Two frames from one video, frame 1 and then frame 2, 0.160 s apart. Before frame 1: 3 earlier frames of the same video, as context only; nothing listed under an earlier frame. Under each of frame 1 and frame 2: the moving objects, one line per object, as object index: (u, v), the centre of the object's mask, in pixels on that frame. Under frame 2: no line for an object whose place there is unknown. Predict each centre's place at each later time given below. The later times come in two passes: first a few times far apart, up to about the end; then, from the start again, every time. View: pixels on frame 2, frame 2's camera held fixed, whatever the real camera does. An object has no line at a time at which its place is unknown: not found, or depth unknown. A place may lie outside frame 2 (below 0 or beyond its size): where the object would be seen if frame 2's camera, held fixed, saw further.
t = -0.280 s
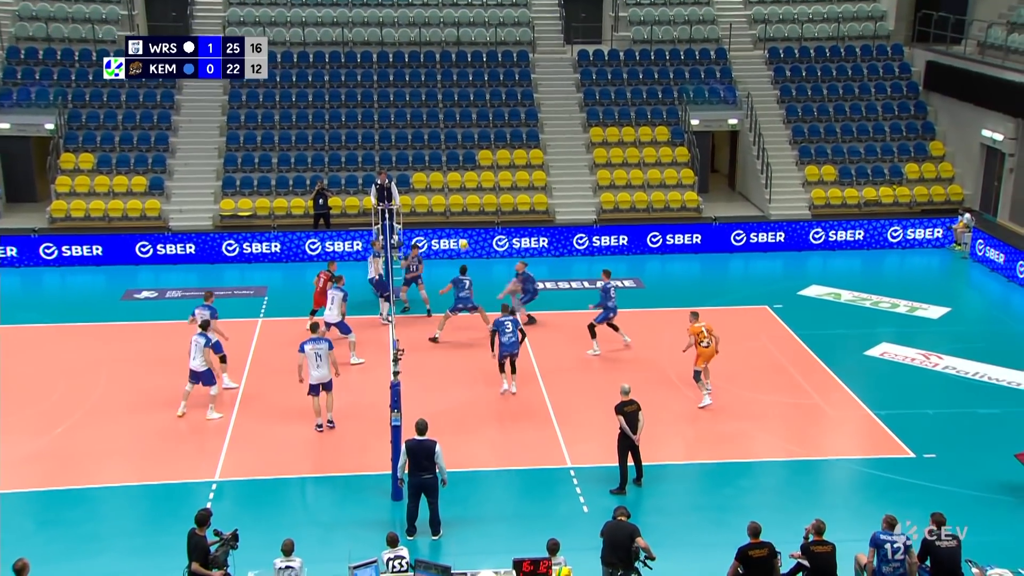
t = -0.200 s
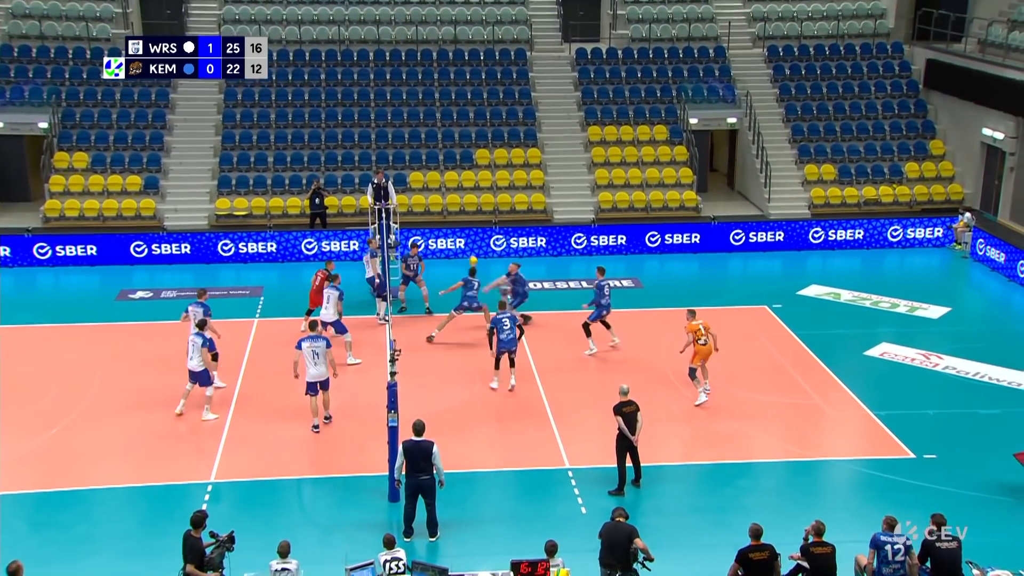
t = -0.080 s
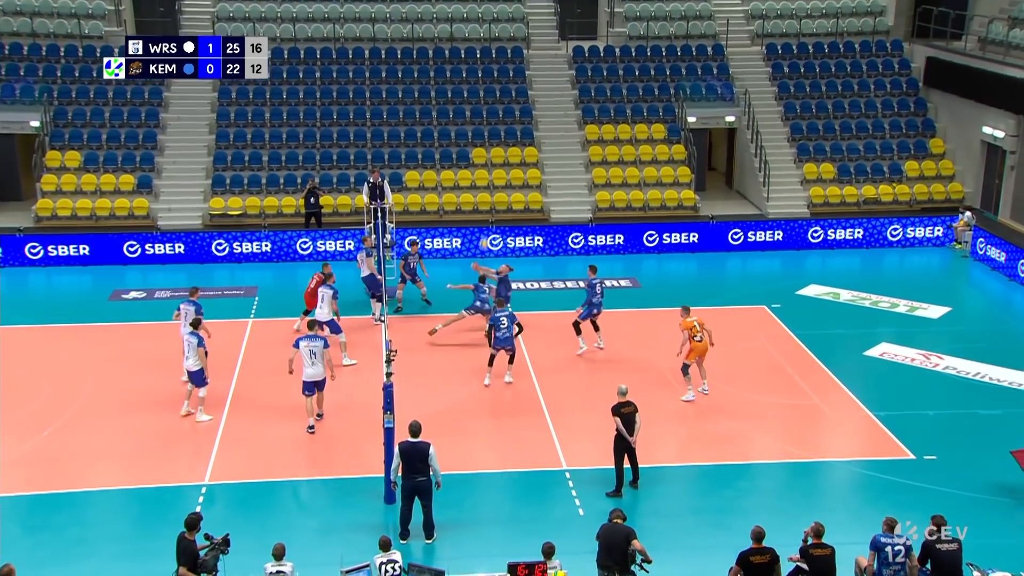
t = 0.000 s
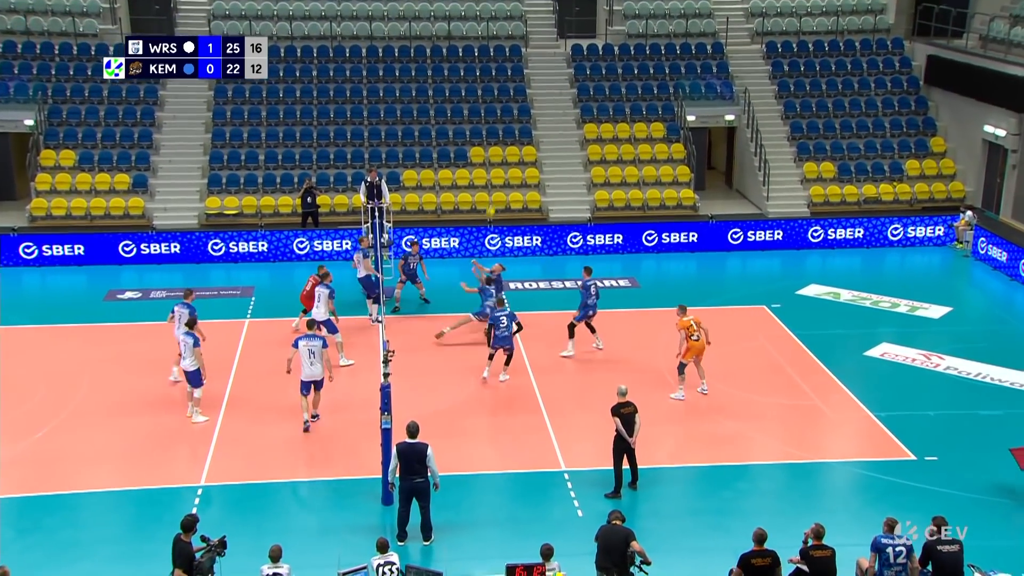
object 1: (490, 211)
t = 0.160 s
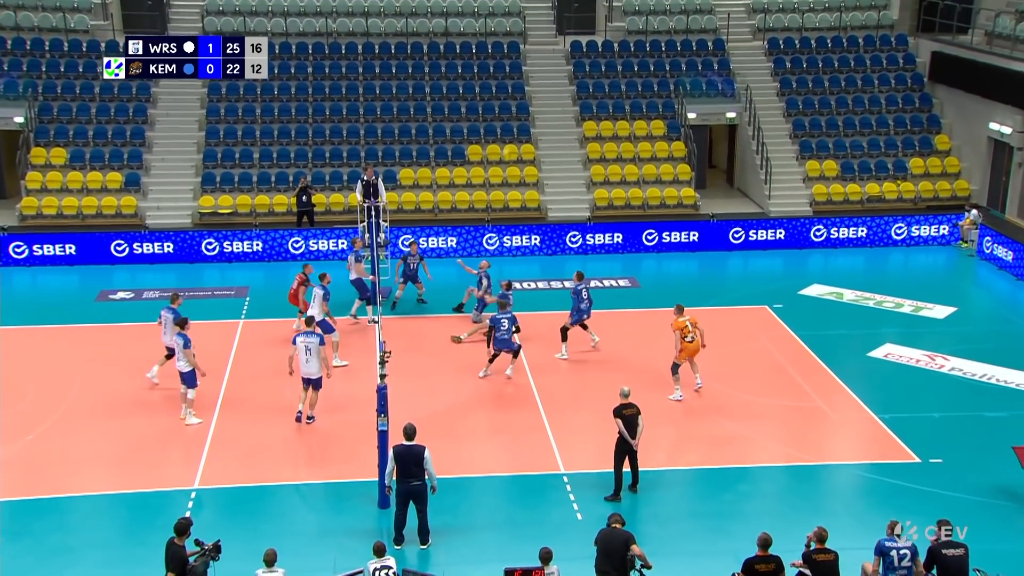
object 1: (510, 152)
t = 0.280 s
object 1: (522, 118)
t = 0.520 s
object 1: (552, 65)
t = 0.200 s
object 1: (511, 140)
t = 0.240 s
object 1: (516, 130)
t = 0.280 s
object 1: (522, 118)
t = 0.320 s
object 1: (525, 108)
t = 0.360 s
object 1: (530, 98)
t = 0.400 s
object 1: (536, 88)
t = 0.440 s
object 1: (541, 80)
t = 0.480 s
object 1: (547, 71)
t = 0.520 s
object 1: (552, 65)
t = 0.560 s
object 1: (557, 59)
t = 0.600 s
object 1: (563, 53)
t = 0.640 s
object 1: (568, 49)
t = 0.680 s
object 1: (574, 45)
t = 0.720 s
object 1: (578, 42)
